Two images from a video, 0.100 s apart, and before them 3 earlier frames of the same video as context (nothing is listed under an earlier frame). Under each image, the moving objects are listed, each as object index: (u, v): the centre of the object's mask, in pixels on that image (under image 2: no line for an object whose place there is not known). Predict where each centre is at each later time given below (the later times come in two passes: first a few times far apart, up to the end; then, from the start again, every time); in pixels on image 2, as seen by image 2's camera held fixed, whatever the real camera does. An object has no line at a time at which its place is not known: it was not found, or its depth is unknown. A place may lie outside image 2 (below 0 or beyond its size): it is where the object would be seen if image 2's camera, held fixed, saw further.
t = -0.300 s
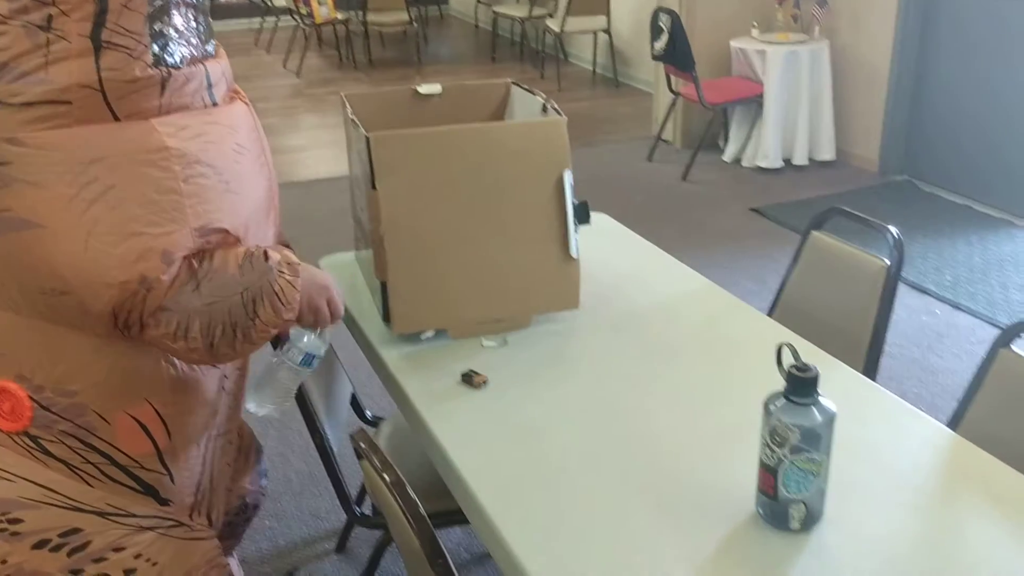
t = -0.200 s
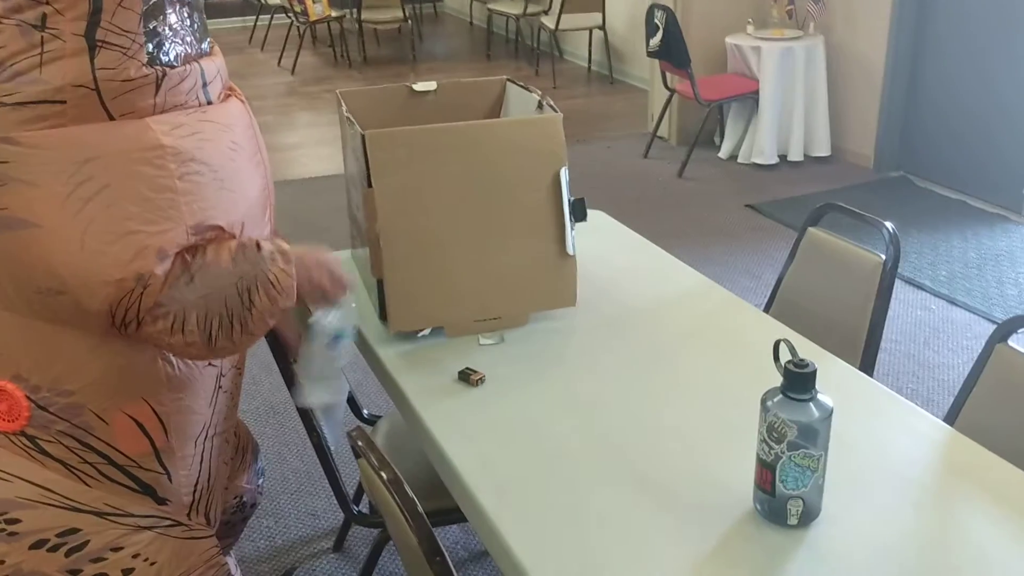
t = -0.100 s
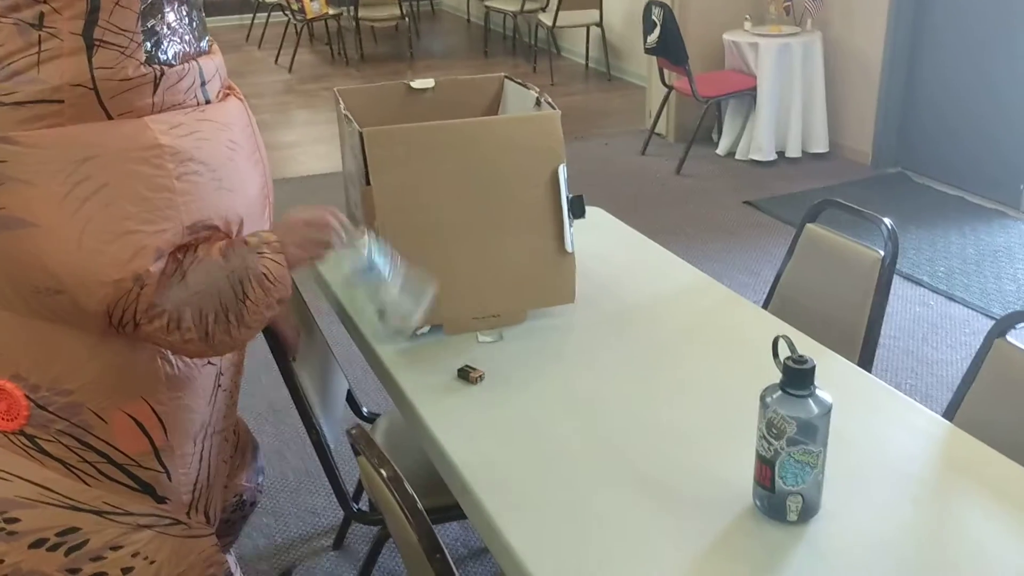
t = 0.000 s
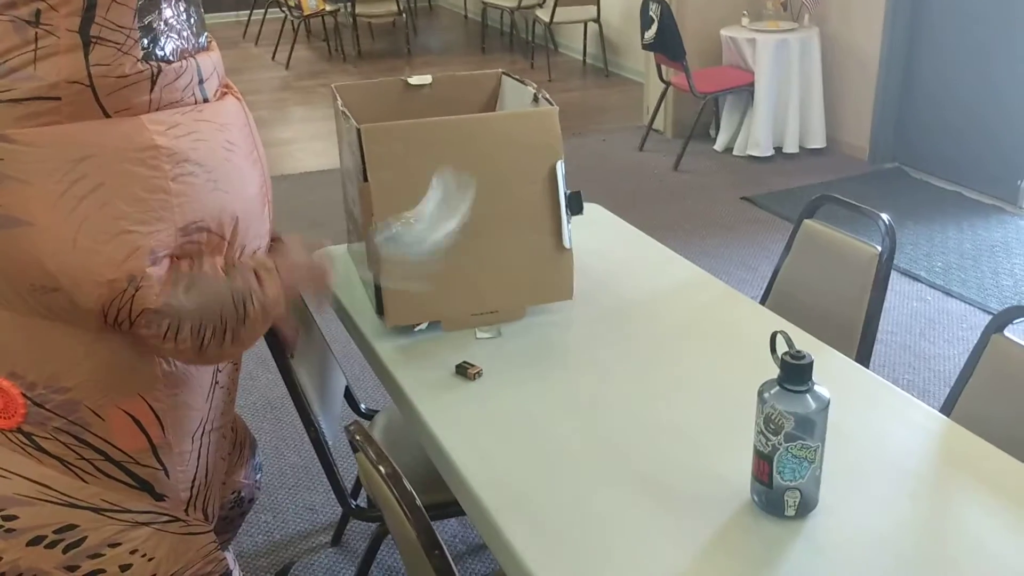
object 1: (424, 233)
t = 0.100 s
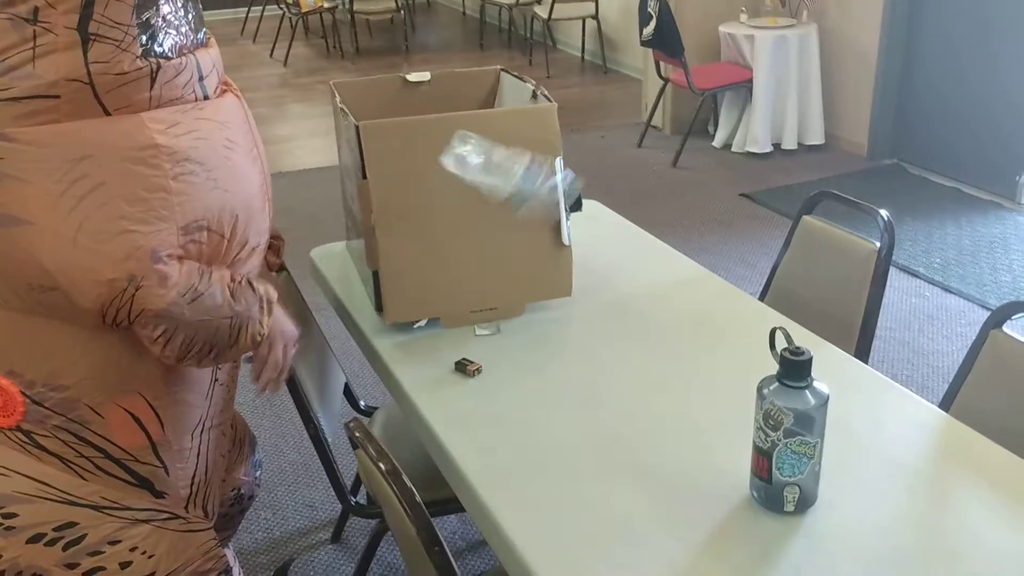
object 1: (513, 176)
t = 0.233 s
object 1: (555, 198)
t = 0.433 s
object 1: (615, 340)
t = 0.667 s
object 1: (656, 343)
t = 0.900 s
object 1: (677, 366)
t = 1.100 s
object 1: (678, 366)
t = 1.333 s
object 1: (679, 366)
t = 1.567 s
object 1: (678, 366)
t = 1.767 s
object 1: (679, 366)
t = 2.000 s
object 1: (679, 366)
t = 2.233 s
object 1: (677, 370)
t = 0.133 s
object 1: (523, 164)
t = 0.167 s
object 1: (531, 167)
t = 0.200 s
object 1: (542, 178)
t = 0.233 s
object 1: (555, 198)
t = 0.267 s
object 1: (565, 222)
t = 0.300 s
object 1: (579, 252)
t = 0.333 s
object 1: (591, 281)
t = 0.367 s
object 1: (598, 334)
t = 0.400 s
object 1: (608, 343)
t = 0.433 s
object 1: (615, 340)
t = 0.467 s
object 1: (620, 341)
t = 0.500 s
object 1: (627, 342)
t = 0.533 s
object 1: (633, 342)
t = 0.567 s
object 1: (639, 342)
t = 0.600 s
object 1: (644, 341)
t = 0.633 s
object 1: (650, 341)
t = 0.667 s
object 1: (656, 343)
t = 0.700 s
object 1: (663, 347)
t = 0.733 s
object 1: (669, 353)
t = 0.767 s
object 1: (672, 363)
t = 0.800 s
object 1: (677, 366)
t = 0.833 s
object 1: (676, 366)
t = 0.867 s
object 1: (677, 367)
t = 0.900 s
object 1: (677, 366)
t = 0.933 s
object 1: (678, 366)
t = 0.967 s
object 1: (677, 366)
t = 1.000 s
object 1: (677, 366)
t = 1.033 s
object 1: (678, 366)
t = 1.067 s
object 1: (678, 366)
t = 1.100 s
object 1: (678, 366)
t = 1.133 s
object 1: (679, 366)
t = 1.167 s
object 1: (679, 366)
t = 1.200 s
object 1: (679, 366)
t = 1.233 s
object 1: (679, 366)
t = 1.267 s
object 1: (679, 366)
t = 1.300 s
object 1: (679, 366)
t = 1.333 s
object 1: (679, 366)
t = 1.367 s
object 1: (679, 366)
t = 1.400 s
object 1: (679, 366)
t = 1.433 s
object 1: (678, 366)
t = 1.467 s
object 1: (678, 366)
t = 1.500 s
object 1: (679, 366)
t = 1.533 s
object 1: (679, 366)
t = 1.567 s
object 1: (678, 366)
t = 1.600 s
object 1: (678, 366)
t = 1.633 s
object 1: (678, 366)
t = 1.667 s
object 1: (679, 366)
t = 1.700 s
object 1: (678, 366)
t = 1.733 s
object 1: (679, 366)
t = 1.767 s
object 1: (679, 366)
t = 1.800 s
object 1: (679, 366)
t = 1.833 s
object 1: (678, 366)
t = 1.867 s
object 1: (679, 366)
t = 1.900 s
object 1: (679, 366)
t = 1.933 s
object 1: (679, 366)
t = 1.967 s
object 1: (679, 366)
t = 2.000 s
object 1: (679, 366)
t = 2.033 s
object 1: (679, 366)
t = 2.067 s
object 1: (679, 366)
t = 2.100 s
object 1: (678, 367)
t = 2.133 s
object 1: (679, 368)
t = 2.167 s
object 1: (678, 369)
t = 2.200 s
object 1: (678, 370)
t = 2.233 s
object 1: (677, 370)
